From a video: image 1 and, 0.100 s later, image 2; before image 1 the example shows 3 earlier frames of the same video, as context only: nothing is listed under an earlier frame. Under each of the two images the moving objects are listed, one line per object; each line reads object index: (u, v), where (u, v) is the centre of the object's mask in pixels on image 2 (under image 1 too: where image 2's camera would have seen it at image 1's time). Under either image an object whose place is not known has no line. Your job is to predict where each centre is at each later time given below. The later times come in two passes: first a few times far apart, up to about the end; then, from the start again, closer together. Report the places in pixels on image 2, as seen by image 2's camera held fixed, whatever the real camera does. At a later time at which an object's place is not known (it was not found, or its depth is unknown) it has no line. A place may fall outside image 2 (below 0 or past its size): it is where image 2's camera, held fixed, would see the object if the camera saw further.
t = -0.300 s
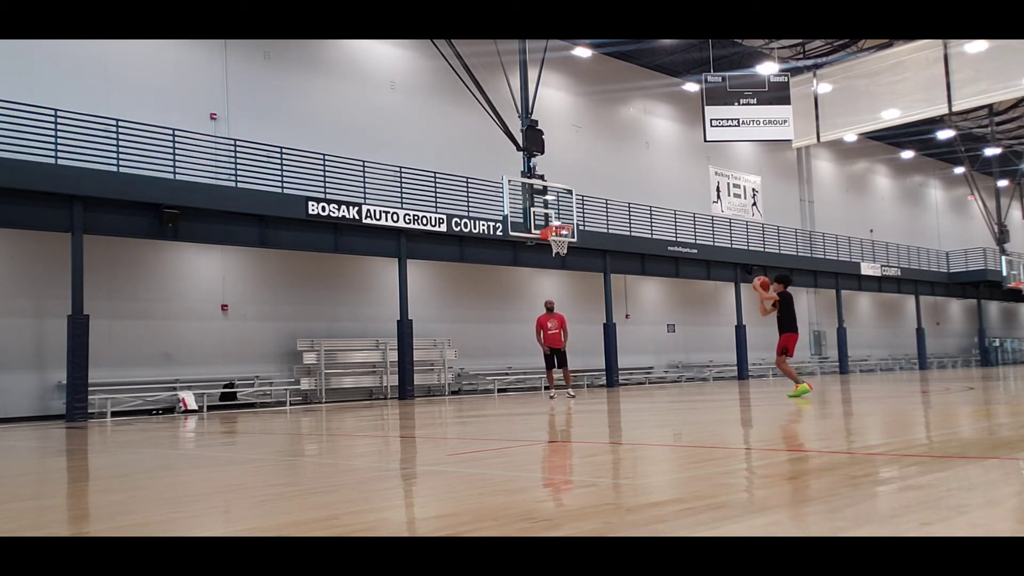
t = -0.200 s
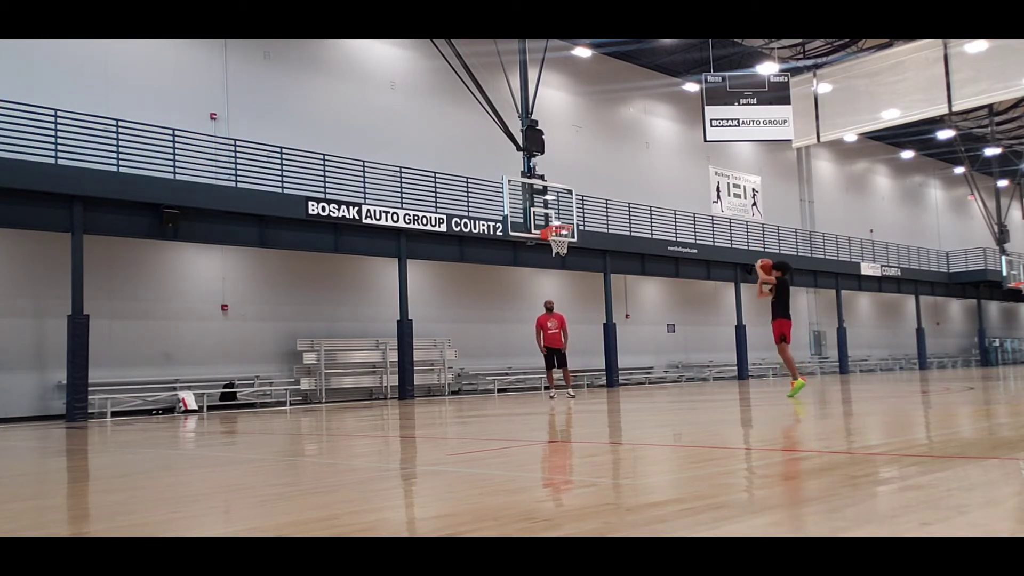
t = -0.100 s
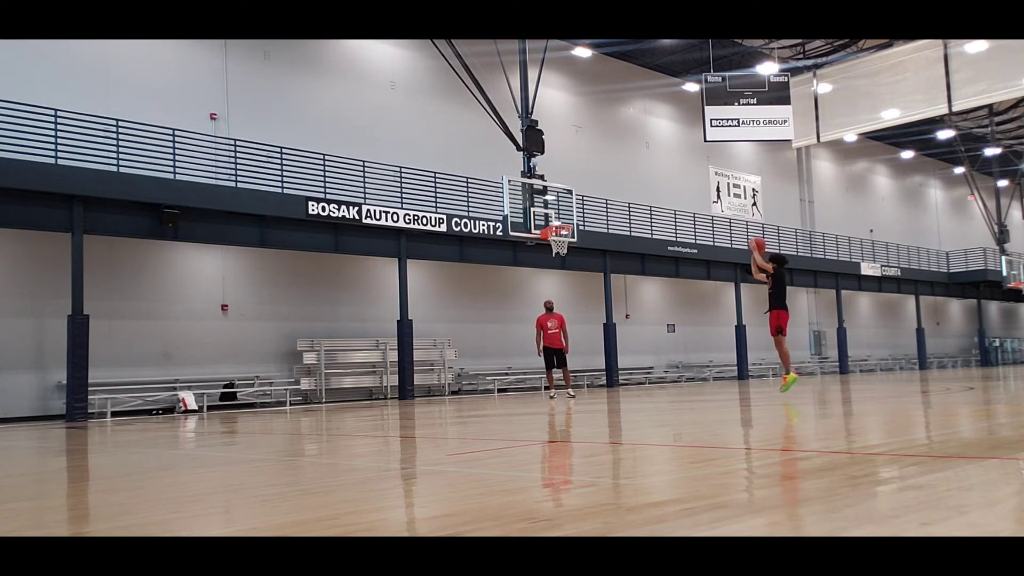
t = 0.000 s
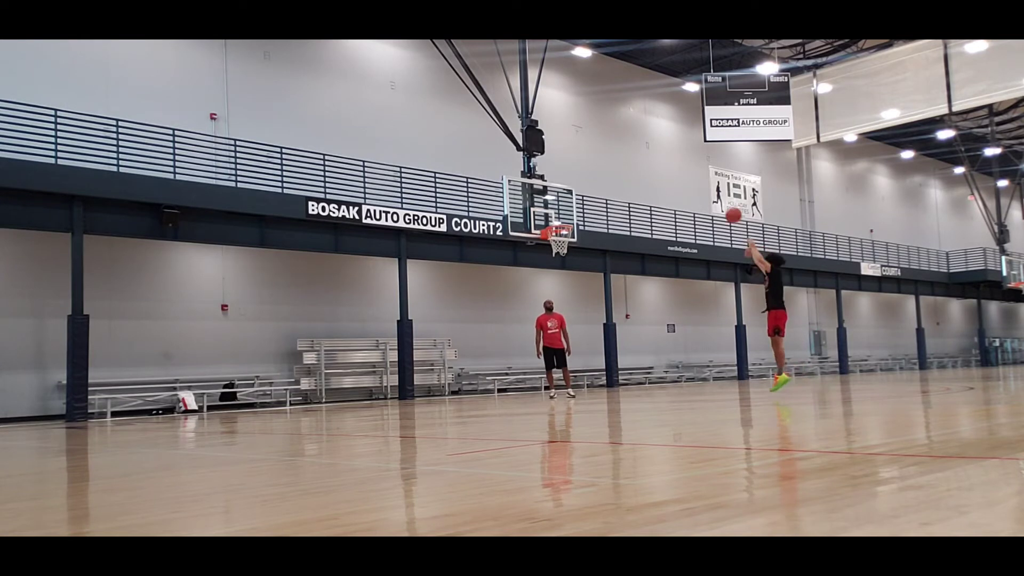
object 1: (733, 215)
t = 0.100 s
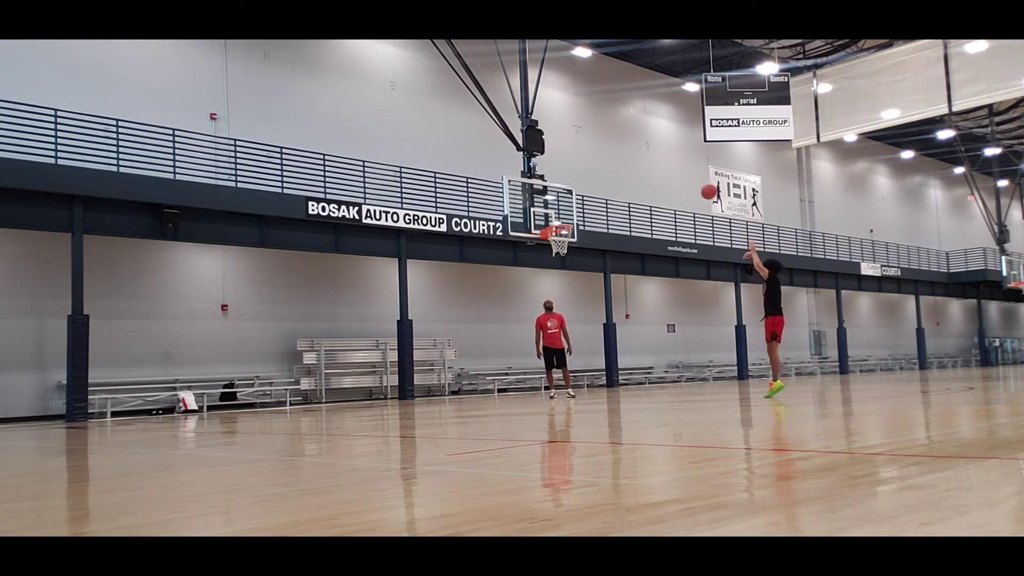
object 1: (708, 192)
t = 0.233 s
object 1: (678, 172)
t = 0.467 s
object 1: (631, 164)
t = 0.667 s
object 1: (596, 181)
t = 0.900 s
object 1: (562, 218)
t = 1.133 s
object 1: (547, 219)
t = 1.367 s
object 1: (565, 228)
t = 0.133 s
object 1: (701, 185)
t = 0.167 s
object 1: (693, 180)
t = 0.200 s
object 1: (686, 175)
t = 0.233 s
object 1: (678, 172)
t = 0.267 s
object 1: (671, 168)
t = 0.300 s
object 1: (664, 166)
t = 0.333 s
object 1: (657, 164)
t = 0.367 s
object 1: (651, 163)
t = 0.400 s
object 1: (644, 163)
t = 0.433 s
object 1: (638, 163)
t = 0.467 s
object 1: (631, 164)
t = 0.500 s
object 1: (625, 165)
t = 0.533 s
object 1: (619, 167)
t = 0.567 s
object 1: (613, 170)
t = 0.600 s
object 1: (608, 173)
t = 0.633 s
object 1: (602, 177)
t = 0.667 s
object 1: (596, 181)
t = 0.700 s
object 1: (591, 186)
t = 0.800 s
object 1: (575, 204)
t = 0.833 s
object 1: (569, 212)
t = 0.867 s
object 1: (565, 219)
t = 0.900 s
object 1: (562, 218)
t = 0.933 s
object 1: (560, 217)
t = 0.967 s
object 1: (557, 216)
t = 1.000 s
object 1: (555, 216)
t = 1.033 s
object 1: (553, 216)
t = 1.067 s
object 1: (551, 217)
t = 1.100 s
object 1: (548, 219)
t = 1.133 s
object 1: (547, 219)
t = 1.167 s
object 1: (549, 219)
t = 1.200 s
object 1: (551, 219)
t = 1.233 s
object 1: (554, 219)
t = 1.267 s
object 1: (556, 220)
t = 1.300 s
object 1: (559, 221)
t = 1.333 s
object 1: (562, 223)
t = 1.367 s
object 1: (565, 228)
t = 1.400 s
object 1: (565, 232)
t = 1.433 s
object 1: (564, 234)
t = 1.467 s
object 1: (565, 238)
